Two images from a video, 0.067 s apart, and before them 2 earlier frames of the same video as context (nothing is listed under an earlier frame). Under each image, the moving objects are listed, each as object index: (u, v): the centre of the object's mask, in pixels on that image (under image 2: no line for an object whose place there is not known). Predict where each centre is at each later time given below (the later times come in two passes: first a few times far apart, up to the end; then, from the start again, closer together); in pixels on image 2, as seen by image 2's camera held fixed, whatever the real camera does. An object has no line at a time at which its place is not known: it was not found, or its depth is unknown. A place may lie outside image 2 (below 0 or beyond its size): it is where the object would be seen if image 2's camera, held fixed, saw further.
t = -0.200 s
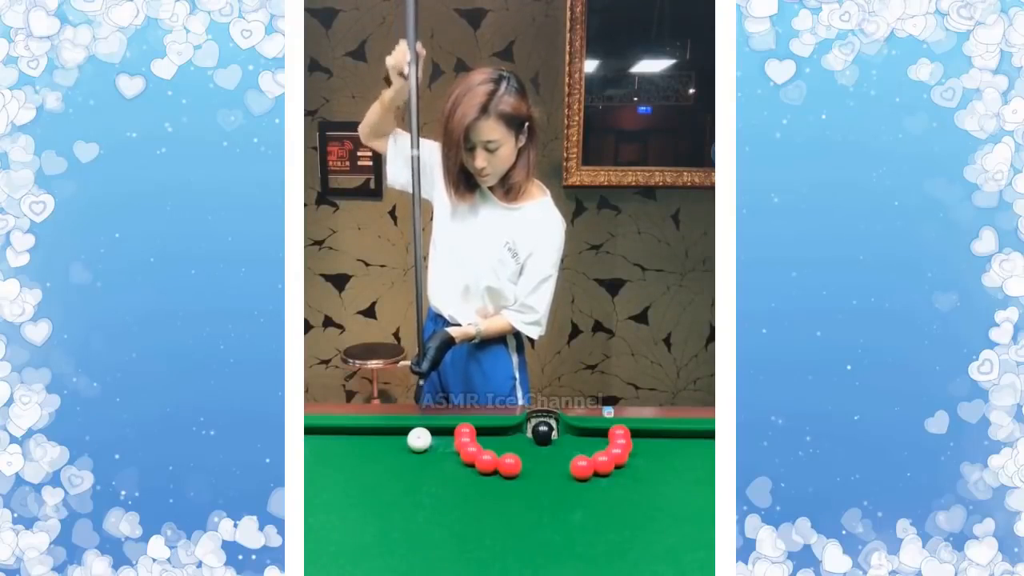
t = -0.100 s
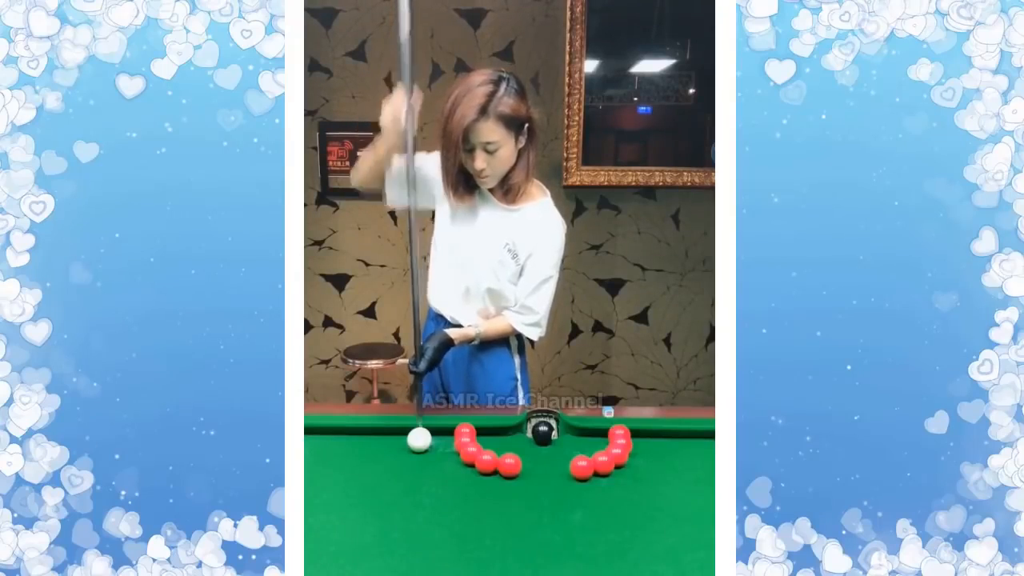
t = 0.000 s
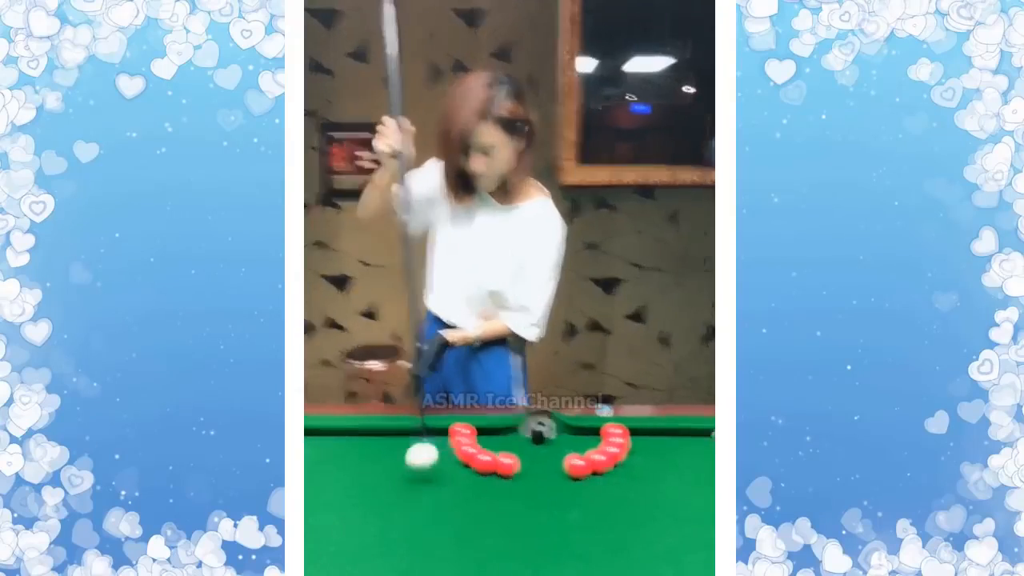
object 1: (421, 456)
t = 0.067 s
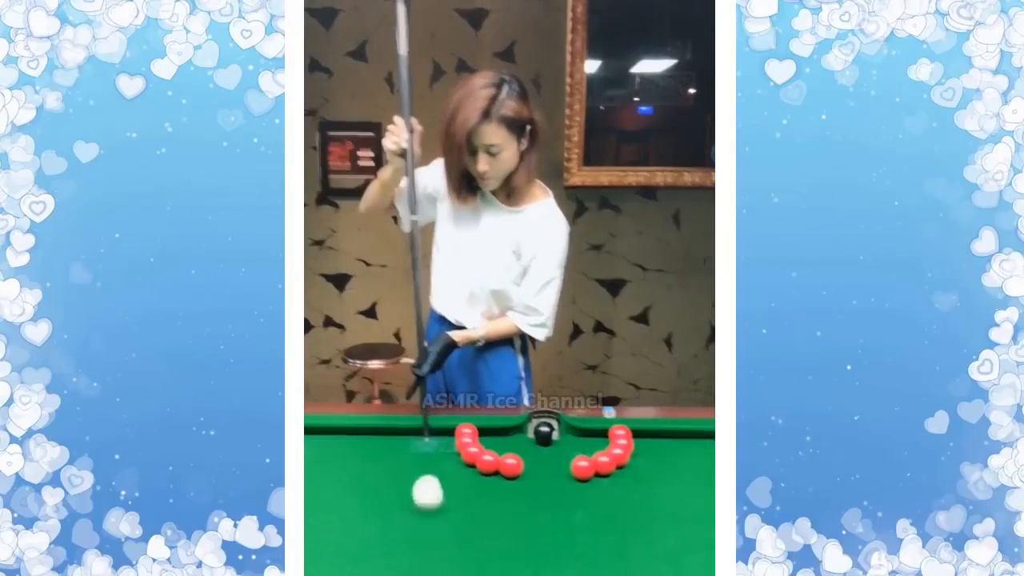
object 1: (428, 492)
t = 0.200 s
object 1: (434, 542)
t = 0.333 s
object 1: (446, 573)
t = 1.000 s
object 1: (514, 567)
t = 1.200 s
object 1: (526, 539)
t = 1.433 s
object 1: (537, 505)
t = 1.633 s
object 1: (545, 481)
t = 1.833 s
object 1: (551, 461)
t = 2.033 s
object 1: (557, 444)
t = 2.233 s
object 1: (569, 435)
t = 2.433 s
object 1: (574, 437)
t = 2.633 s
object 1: (575, 442)
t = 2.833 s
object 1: (577, 446)
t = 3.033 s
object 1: (579, 449)
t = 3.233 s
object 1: (580, 451)
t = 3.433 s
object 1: (580, 451)
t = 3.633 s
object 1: (580, 451)
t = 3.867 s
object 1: (580, 451)
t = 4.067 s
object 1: (580, 451)
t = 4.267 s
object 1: (580, 451)
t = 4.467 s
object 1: (580, 451)
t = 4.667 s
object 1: (580, 451)
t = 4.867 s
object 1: (580, 451)
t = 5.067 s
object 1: (580, 451)
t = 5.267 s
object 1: (580, 451)
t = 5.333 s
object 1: (580, 451)
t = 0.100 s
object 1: (427, 502)
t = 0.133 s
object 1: (430, 515)
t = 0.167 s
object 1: (433, 531)
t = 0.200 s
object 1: (434, 542)
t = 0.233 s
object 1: (437, 555)
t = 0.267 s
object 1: (440, 563)
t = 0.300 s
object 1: (443, 568)
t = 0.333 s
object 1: (446, 573)
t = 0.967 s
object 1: (512, 570)
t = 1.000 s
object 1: (514, 567)
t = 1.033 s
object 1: (517, 564)
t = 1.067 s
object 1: (518, 561)
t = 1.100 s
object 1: (520, 557)
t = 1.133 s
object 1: (522, 551)
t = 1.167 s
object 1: (524, 545)
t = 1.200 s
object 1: (526, 539)
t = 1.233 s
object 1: (528, 534)
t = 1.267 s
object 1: (529, 529)
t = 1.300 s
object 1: (531, 524)
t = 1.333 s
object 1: (533, 519)
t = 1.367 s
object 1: (534, 514)
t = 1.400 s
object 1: (536, 510)
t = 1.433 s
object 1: (537, 505)
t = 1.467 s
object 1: (539, 501)
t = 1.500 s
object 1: (540, 497)
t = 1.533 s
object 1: (542, 492)
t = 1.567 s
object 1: (543, 489)
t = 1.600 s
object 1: (544, 485)
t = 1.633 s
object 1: (545, 481)
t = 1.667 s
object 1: (546, 478)
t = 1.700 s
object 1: (547, 474)
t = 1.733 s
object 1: (548, 471)
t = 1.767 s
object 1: (549, 467)
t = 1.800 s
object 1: (550, 464)
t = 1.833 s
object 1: (551, 461)
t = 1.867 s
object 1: (552, 458)
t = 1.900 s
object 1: (553, 455)
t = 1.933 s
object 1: (555, 453)
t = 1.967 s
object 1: (555, 450)
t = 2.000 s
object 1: (556, 447)
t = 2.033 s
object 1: (557, 444)
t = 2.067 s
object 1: (558, 442)
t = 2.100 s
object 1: (560, 440)
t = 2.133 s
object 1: (562, 439)
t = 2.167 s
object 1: (565, 438)
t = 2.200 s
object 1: (567, 436)
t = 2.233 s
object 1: (569, 435)
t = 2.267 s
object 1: (572, 434)
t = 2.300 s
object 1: (574, 433)
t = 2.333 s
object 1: (574, 434)
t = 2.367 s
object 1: (574, 435)
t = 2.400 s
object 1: (574, 436)
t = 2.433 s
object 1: (574, 437)
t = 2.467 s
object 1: (575, 438)
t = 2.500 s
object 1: (575, 439)
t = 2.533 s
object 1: (575, 440)
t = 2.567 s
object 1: (575, 441)
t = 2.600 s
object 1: (575, 441)
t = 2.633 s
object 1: (575, 442)
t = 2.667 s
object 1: (575, 443)
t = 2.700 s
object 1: (576, 444)
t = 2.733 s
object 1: (576, 444)
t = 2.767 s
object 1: (576, 445)
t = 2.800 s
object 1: (576, 446)
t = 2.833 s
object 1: (577, 446)
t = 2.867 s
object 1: (577, 447)
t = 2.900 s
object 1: (578, 447)
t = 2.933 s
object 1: (578, 448)
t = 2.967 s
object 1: (578, 448)
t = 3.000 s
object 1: (579, 449)
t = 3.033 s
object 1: (579, 449)
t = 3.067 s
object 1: (579, 449)
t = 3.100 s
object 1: (580, 450)
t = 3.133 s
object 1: (580, 450)
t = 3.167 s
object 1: (580, 450)
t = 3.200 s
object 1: (580, 451)
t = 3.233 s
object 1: (580, 451)
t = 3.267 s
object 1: (580, 451)
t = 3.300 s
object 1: (580, 451)
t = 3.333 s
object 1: (580, 451)
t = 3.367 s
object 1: (580, 451)
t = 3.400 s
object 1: (580, 451)
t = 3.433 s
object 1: (580, 451)
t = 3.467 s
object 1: (580, 451)
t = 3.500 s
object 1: (580, 451)
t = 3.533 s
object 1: (580, 451)
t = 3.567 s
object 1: (580, 451)
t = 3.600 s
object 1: (580, 451)
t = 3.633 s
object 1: (580, 451)
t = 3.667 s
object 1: (580, 451)
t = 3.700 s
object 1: (580, 451)
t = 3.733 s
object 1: (580, 451)
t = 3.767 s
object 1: (580, 451)
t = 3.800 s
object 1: (580, 451)
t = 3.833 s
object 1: (580, 451)
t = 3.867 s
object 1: (580, 451)
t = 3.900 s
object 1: (580, 451)
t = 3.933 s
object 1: (580, 451)
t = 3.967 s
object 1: (580, 451)
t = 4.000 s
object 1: (580, 451)
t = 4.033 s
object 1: (580, 451)
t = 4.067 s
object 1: (580, 451)
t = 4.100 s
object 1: (580, 451)
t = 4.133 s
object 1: (580, 451)
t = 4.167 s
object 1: (580, 451)
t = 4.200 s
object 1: (580, 451)
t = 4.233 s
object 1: (580, 451)
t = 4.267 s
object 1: (580, 451)
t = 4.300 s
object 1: (580, 451)
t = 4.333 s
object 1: (580, 451)
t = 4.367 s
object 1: (580, 451)
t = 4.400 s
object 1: (580, 451)
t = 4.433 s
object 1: (580, 451)
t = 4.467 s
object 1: (580, 451)
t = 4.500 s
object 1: (580, 451)
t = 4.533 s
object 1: (580, 451)
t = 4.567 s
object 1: (580, 451)
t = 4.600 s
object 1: (580, 451)
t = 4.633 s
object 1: (580, 451)
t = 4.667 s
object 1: (580, 451)
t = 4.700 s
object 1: (580, 451)
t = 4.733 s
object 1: (580, 451)
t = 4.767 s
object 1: (580, 451)
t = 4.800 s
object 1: (580, 451)
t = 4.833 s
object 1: (580, 451)
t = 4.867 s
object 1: (580, 451)
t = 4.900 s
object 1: (580, 451)
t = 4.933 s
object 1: (580, 451)
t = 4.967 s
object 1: (580, 451)
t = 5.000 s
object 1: (580, 451)
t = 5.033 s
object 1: (580, 451)
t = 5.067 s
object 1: (580, 451)
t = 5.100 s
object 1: (580, 451)
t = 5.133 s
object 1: (580, 451)
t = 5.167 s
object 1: (580, 451)
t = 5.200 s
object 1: (580, 451)
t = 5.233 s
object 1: (580, 451)
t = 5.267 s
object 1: (580, 451)
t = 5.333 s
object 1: (580, 451)
